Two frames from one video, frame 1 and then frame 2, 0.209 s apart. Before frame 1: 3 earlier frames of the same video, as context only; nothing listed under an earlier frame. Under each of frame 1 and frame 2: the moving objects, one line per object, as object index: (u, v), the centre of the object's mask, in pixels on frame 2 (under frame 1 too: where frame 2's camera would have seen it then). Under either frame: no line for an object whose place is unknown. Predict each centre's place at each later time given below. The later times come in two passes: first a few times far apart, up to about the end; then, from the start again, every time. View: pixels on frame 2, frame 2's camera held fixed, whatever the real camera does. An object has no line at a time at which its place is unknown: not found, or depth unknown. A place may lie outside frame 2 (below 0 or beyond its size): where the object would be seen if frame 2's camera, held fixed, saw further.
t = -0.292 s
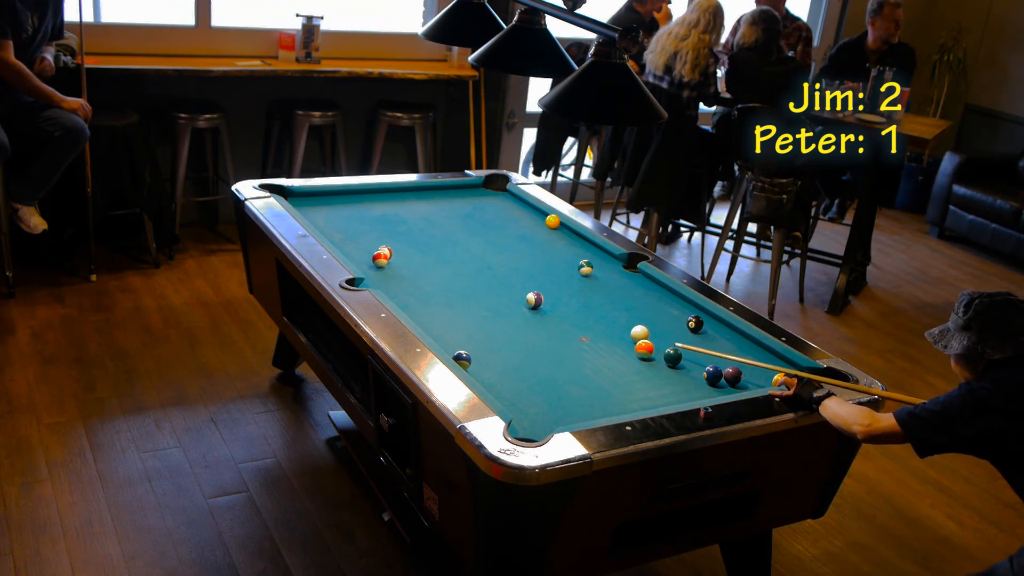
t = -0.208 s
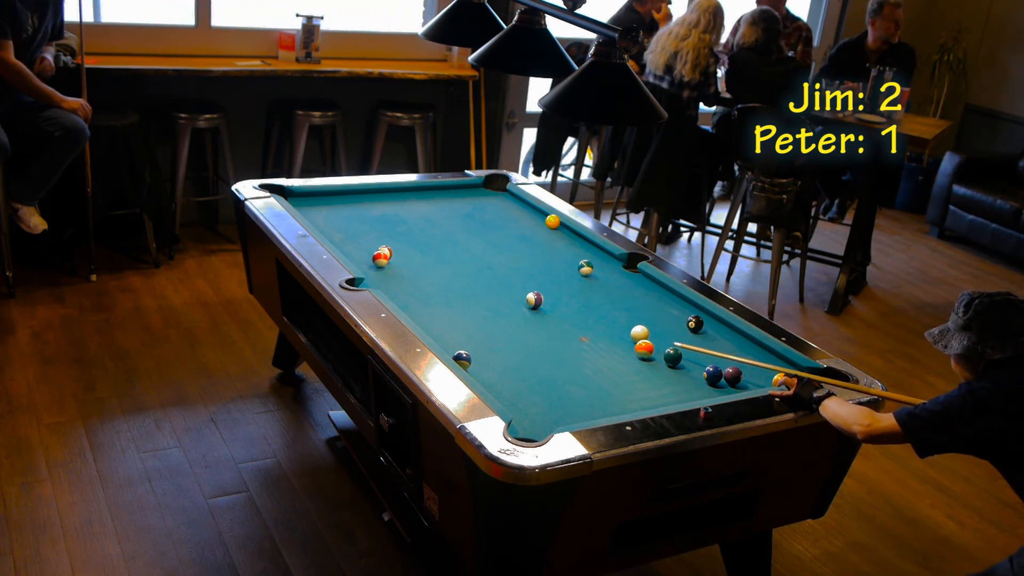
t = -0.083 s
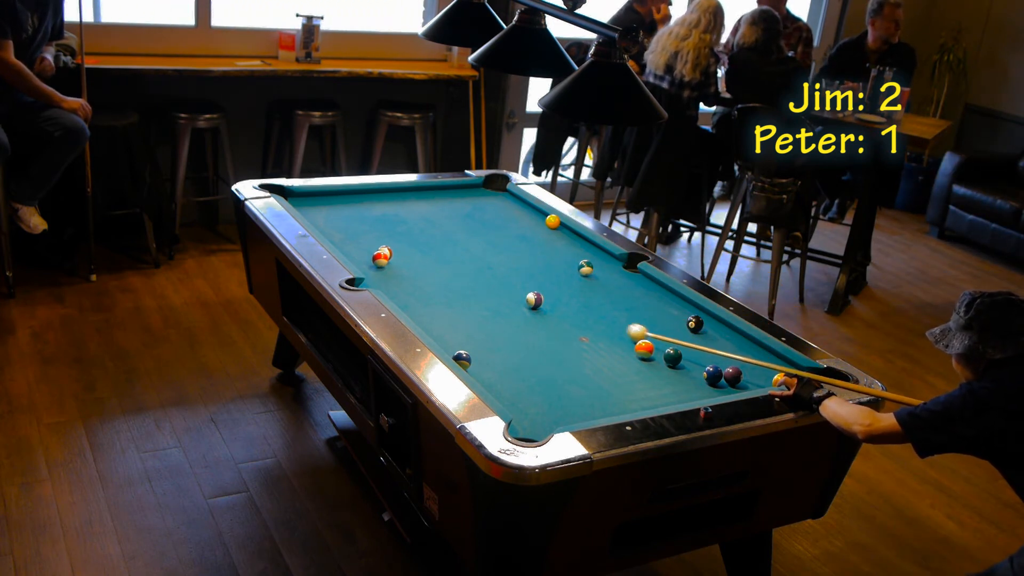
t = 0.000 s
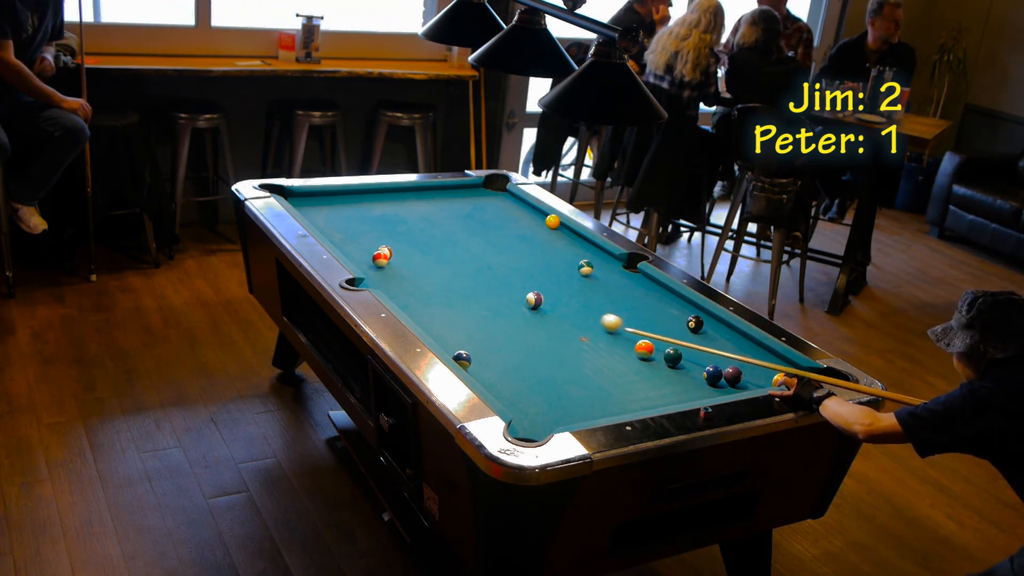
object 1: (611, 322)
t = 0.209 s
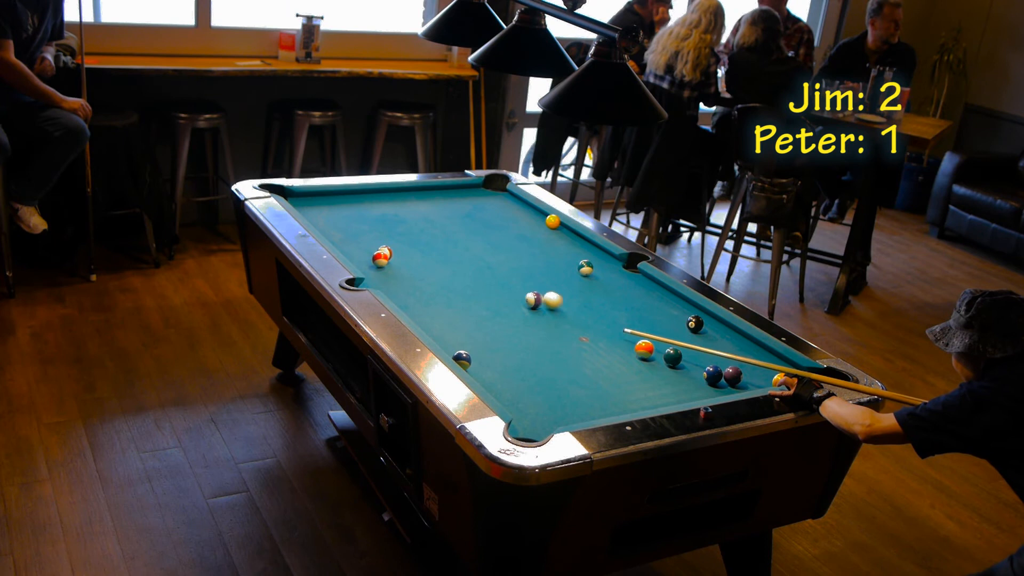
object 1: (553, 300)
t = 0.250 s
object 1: (549, 297)
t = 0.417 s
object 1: (533, 282)
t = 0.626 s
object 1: (515, 266)
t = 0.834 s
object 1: (497, 251)
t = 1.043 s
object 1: (482, 237)
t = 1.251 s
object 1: (468, 225)
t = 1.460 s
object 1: (455, 213)
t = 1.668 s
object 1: (443, 203)
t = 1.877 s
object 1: (432, 193)
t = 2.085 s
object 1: (429, 190)
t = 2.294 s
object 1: (437, 195)
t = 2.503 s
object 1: (444, 199)
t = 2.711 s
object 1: (451, 203)
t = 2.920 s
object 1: (458, 208)
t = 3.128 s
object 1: (464, 212)
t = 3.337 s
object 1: (470, 215)
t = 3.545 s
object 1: (476, 219)
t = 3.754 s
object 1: (481, 222)
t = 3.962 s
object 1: (486, 225)
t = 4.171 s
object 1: (490, 228)
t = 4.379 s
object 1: (493, 231)
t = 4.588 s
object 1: (496, 233)
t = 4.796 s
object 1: (499, 235)
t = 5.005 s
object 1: (501, 237)
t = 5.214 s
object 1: (503, 238)
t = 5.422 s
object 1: (505, 239)
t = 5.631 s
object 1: (506, 240)
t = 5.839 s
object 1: (507, 240)
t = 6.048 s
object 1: (507, 240)
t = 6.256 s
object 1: (507, 240)
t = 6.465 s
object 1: (507, 240)
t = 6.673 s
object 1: (507, 240)
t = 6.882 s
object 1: (507, 240)
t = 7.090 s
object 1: (507, 240)
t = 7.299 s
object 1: (507, 240)
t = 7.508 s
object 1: (507, 240)
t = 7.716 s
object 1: (507, 240)
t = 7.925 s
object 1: (507, 240)
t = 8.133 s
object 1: (507, 240)
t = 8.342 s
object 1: (507, 240)
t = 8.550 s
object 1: (507, 240)
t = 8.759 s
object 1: (507, 240)
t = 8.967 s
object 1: (507, 240)
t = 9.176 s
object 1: (507, 240)
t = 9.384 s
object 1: (507, 240)
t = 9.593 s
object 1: (507, 240)
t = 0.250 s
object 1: (549, 297)
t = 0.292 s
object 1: (546, 293)
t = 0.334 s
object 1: (541, 289)
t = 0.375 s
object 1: (537, 286)
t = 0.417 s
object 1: (533, 282)
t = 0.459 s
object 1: (529, 279)
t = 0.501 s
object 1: (526, 276)
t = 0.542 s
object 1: (522, 272)
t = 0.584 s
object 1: (518, 269)
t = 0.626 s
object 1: (515, 266)
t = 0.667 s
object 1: (511, 263)
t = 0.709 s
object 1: (508, 260)
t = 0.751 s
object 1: (504, 257)
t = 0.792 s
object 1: (501, 254)
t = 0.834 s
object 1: (497, 251)
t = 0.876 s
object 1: (494, 248)
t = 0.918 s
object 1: (491, 245)
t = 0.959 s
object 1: (488, 243)
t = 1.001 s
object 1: (485, 240)
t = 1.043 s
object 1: (482, 237)
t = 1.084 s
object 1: (479, 235)
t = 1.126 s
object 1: (476, 232)
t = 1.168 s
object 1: (473, 230)
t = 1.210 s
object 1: (470, 227)
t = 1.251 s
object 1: (468, 225)
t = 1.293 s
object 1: (465, 223)
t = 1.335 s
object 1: (462, 220)
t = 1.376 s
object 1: (460, 218)
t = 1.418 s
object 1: (457, 216)
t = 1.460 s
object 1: (455, 213)
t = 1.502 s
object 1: (452, 211)
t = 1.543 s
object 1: (450, 209)
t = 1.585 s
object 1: (448, 207)
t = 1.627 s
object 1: (445, 205)
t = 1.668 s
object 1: (443, 203)
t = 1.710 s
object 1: (441, 201)
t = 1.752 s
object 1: (438, 199)
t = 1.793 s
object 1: (436, 197)
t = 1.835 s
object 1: (434, 195)
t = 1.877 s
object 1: (432, 193)
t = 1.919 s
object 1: (430, 191)
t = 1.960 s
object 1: (428, 190)
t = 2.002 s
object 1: (426, 188)
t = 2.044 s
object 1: (428, 189)
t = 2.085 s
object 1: (429, 190)
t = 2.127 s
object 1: (431, 191)
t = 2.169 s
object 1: (433, 192)
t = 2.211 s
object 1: (434, 193)
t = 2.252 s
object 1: (436, 194)
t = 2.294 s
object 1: (437, 195)
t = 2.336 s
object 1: (438, 195)
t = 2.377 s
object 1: (440, 196)
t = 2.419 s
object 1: (442, 197)
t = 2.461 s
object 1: (443, 198)
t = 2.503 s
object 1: (444, 199)
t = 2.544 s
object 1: (446, 200)
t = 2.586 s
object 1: (447, 201)
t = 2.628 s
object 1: (449, 202)
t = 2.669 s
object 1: (450, 203)
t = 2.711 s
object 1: (451, 203)
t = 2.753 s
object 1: (453, 204)
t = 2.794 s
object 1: (454, 205)
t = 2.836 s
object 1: (455, 206)
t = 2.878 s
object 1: (457, 207)
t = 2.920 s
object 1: (458, 208)
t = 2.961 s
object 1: (459, 208)
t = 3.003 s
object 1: (461, 209)
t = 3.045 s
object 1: (462, 210)
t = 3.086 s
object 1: (463, 211)
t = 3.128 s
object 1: (464, 212)
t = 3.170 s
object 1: (466, 212)
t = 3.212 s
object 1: (467, 213)
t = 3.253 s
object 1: (468, 214)
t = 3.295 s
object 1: (469, 215)
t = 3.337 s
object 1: (470, 215)
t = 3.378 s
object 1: (471, 216)
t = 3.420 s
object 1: (472, 217)
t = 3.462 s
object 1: (474, 218)
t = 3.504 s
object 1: (475, 218)
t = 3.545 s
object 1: (476, 219)
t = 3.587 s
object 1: (477, 220)
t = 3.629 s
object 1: (478, 220)
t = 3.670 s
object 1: (479, 221)
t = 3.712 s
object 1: (480, 222)
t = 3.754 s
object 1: (481, 222)
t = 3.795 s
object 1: (482, 223)
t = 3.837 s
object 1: (483, 223)
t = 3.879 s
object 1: (484, 224)
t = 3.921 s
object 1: (485, 225)
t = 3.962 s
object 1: (486, 225)
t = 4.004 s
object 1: (486, 226)
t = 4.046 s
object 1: (487, 227)
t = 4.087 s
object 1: (488, 227)
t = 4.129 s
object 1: (489, 228)
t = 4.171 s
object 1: (490, 228)
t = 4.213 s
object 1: (490, 229)
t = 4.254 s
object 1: (491, 229)
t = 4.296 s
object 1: (492, 230)
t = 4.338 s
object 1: (492, 230)
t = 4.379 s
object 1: (493, 231)
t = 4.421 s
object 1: (494, 231)
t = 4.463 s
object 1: (495, 232)
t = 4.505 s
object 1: (495, 232)
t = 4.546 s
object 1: (496, 233)
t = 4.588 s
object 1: (496, 233)
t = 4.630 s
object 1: (497, 233)
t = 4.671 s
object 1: (498, 234)
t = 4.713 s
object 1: (498, 234)
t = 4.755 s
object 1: (499, 234)
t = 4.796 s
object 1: (499, 235)
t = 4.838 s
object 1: (499, 235)
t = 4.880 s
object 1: (500, 236)
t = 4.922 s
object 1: (500, 236)
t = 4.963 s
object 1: (501, 236)
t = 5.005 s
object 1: (501, 237)
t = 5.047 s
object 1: (501, 237)
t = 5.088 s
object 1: (502, 237)
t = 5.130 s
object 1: (502, 237)
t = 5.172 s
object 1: (503, 238)
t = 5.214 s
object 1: (503, 238)
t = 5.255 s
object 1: (503, 238)
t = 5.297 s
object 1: (504, 239)
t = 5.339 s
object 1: (504, 239)
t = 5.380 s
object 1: (504, 239)
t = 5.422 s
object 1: (505, 239)
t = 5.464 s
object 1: (505, 239)
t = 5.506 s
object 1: (505, 239)
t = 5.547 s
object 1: (505, 239)
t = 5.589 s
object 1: (506, 239)
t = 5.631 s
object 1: (506, 240)
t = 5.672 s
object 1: (506, 240)
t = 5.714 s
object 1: (506, 240)
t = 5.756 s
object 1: (506, 240)
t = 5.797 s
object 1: (506, 240)
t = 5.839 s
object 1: (507, 240)
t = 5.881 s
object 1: (507, 240)
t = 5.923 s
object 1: (507, 240)
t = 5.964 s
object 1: (507, 240)
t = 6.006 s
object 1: (507, 240)
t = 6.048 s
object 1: (507, 240)
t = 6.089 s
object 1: (507, 240)
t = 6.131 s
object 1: (507, 240)
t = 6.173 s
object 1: (507, 240)
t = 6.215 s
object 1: (507, 240)
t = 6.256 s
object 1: (507, 240)
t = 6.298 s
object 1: (507, 240)
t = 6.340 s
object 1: (507, 240)
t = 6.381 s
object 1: (507, 240)
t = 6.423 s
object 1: (507, 240)
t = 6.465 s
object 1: (507, 240)
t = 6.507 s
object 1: (507, 240)
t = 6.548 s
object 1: (507, 240)
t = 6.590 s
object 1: (507, 240)
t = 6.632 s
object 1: (507, 240)
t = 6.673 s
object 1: (507, 240)
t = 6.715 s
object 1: (507, 240)
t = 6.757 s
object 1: (507, 240)
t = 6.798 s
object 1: (507, 240)
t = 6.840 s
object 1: (507, 240)
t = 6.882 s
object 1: (507, 240)
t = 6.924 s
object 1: (507, 240)
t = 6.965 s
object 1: (507, 240)
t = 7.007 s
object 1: (507, 240)
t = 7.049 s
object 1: (507, 240)
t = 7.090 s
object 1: (507, 240)
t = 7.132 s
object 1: (507, 240)
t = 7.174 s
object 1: (507, 240)
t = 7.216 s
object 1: (507, 240)
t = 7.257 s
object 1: (507, 240)
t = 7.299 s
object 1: (507, 240)
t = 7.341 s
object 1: (507, 240)
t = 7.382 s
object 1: (507, 240)
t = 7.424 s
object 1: (507, 240)
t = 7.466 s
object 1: (507, 240)
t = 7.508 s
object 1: (507, 240)
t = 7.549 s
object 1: (507, 240)
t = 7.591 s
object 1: (507, 240)
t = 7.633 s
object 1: (507, 240)
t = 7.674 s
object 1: (507, 240)
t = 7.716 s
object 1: (507, 240)
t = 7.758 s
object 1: (507, 240)
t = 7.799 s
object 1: (507, 240)
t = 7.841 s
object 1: (507, 240)
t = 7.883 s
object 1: (507, 240)
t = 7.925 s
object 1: (507, 240)
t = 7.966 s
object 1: (507, 240)
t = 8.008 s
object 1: (507, 240)
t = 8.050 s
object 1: (507, 240)
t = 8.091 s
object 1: (507, 240)
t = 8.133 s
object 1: (507, 240)
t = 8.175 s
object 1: (507, 240)
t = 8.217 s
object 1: (507, 240)
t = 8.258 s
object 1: (507, 240)
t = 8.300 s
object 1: (507, 240)
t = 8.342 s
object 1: (507, 240)
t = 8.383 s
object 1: (507, 240)
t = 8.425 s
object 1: (507, 240)
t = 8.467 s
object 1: (507, 240)
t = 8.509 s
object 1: (507, 240)
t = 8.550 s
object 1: (507, 240)
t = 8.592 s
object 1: (507, 240)
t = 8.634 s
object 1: (507, 240)
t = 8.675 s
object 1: (507, 240)
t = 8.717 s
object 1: (507, 240)
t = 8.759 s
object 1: (507, 240)
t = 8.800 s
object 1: (507, 240)
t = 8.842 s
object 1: (507, 240)
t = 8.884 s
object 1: (507, 240)
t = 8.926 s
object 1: (507, 240)
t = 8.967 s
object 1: (507, 240)
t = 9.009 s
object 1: (507, 240)
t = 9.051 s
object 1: (507, 240)
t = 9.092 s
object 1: (507, 240)
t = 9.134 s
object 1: (507, 240)
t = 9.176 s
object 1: (507, 240)
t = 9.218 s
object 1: (507, 240)
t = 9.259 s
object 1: (507, 240)
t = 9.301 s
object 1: (507, 240)
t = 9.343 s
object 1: (507, 240)
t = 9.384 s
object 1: (507, 240)
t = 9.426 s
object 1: (507, 240)
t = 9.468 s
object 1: (507, 240)
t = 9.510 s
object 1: (507, 240)
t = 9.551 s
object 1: (507, 240)
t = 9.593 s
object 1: (507, 240)
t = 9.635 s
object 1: (507, 240)
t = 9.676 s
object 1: (507, 240)
